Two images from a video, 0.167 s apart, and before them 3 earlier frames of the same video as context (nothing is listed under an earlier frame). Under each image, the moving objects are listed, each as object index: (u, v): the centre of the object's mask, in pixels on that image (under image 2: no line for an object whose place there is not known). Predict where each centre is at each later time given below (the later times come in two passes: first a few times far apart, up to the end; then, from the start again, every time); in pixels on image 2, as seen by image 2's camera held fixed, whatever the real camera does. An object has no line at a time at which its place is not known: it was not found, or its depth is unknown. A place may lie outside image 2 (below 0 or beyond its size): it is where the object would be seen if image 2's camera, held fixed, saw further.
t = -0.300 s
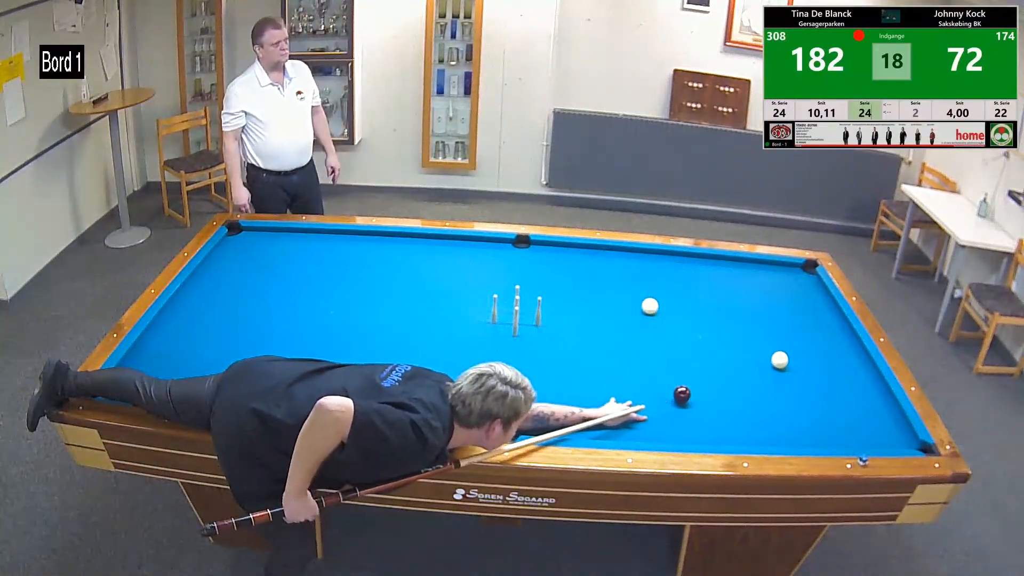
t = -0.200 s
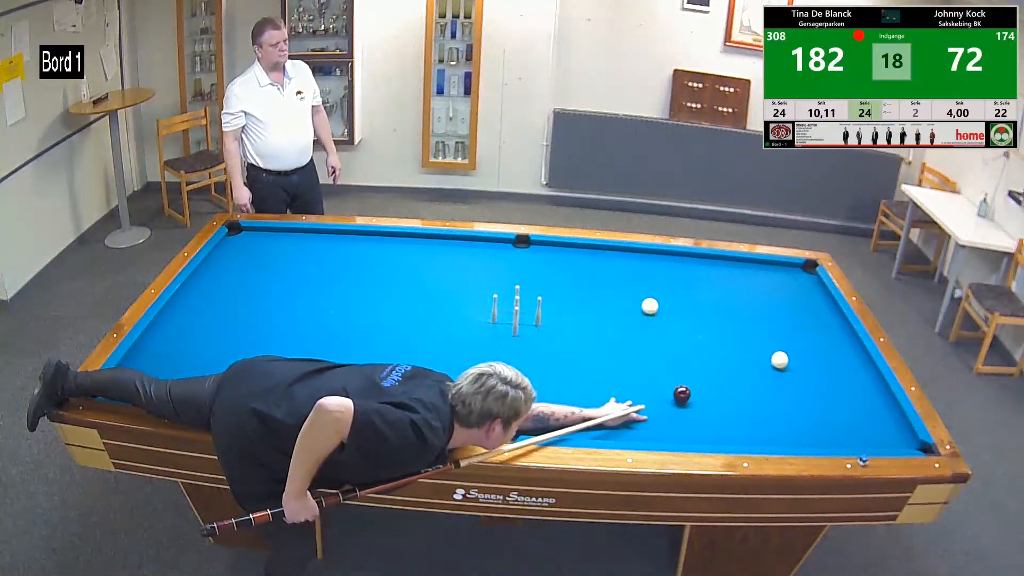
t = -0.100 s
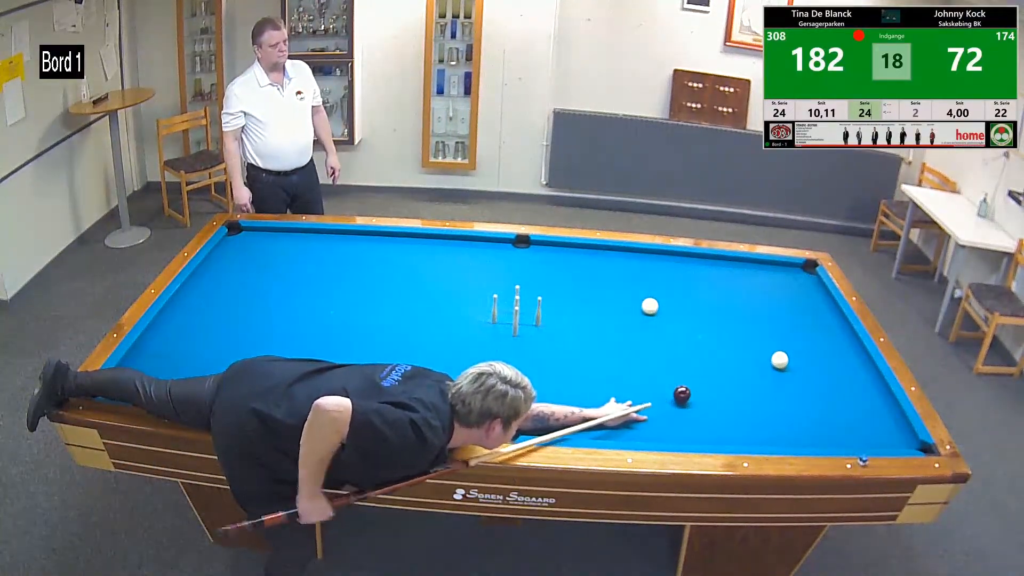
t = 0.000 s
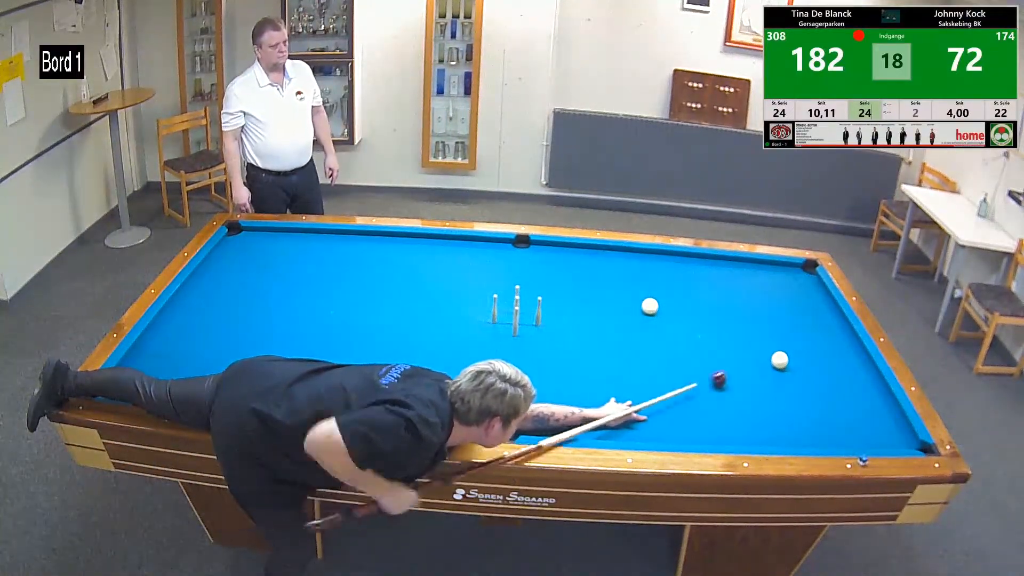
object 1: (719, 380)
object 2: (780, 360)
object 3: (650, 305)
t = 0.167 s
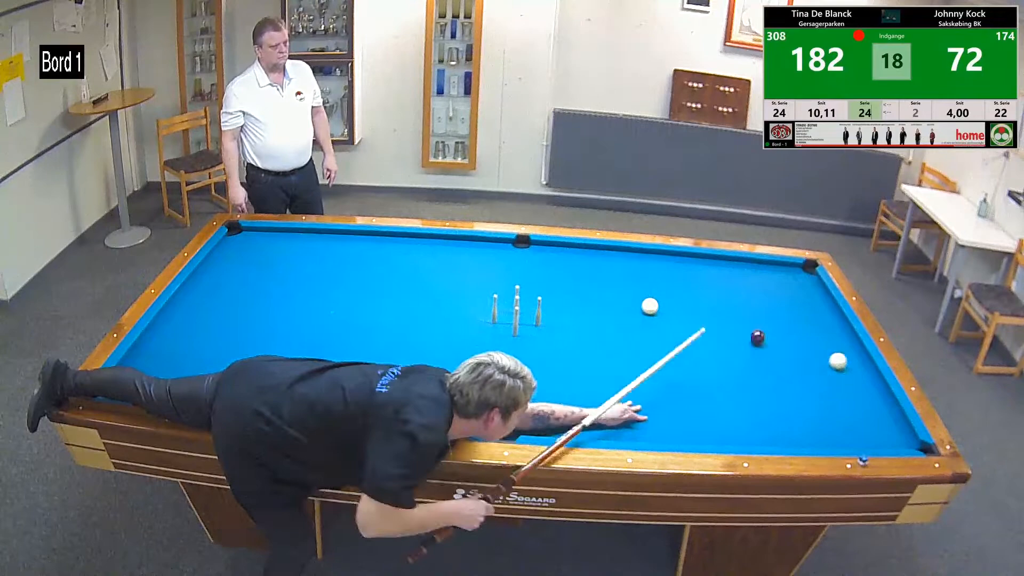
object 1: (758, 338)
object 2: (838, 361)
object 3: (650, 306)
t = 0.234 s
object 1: (754, 325)
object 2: (866, 361)
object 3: (650, 306)
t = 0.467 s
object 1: (747, 285)
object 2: (780, 349)
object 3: (650, 306)
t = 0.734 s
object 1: (743, 270)
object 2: (683, 335)
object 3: (650, 306)
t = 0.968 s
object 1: (744, 290)
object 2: (597, 323)
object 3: (650, 306)
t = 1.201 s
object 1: (745, 312)
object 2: (512, 310)
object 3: (649, 305)
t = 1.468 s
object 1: (746, 339)
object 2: (424, 298)
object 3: (648, 304)
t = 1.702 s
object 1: (747, 365)
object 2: (353, 287)
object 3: (650, 305)
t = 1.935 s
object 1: (748, 394)
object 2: (286, 278)
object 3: (650, 306)
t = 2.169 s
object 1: (748, 426)
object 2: (227, 270)
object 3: (650, 305)
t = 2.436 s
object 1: (740, 431)
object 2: (229, 266)
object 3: (650, 306)
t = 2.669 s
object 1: (727, 410)
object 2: (266, 266)
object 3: (651, 306)
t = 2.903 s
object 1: (715, 392)
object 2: (303, 266)
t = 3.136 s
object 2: (342, 265)
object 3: (650, 306)
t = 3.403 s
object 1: (693, 358)
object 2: (385, 265)
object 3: (650, 305)
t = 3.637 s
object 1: (684, 344)
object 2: (422, 265)
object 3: (650, 306)
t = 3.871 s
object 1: (676, 331)
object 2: (459, 265)
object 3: (650, 306)
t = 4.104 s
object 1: (668, 319)
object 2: (495, 266)
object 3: (650, 306)
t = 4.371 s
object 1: (666, 309)
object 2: (535, 266)
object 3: (645, 303)
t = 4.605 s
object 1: (669, 303)
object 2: (569, 267)
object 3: (637, 300)
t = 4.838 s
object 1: (671, 298)
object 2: (602, 267)
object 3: (631, 297)
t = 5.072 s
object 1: (673, 292)
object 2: (633, 268)
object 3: (625, 295)
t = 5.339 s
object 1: (676, 287)
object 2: (667, 269)
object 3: (619, 292)
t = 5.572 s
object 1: (678, 283)
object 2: (695, 270)
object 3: (614, 289)
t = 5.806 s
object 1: (680, 280)
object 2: (723, 271)
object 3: (610, 288)
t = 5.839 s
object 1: (681, 279)
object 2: (726, 271)
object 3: (610, 287)
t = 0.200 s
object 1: (756, 331)
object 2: (857, 361)
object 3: (650, 306)
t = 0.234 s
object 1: (754, 325)
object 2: (866, 361)
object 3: (650, 306)
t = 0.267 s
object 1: (753, 318)
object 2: (853, 359)
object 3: (650, 306)
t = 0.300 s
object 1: (752, 313)
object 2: (840, 357)
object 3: (650, 306)
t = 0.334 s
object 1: (751, 307)
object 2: (827, 355)
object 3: (649, 305)
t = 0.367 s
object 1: (750, 301)
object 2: (815, 354)
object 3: (649, 305)
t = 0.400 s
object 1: (749, 296)
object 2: (803, 352)
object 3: (650, 306)
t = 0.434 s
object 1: (748, 291)
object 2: (791, 350)
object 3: (651, 306)
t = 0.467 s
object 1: (747, 285)
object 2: (780, 349)
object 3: (650, 306)
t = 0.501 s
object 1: (746, 281)
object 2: (768, 347)
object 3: (650, 306)
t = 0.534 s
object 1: (745, 276)
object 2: (756, 345)
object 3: (650, 306)
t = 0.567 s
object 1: (744, 271)
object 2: (744, 344)
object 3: (650, 306)
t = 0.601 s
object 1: (743, 266)
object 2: (732, 342)
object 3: (650, 306)
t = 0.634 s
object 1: (743, 262)
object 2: (720, 340)
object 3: (650, 306)
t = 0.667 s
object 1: (743, 263)
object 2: (708, 338)
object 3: (650, 306)
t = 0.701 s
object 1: (743, 266)
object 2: (696, 337)
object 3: (652, 307)
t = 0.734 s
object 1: (743, 270)
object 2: (683, 335)
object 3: (650, 306)
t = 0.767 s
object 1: (743, 273)
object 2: (671, 333)
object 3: (650, 305)
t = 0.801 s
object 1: (744, 276)
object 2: (659, 332)
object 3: (648, 304)
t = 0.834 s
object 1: (744, 279)
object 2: (648, 331)
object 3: (648, 304)
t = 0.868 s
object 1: (744, 282)
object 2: (632, 326)
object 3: (649, 305)
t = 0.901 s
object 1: (744, 285)
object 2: (622, 326)
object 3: (649, 305)
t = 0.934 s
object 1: (744, 287)
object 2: (609, 324)
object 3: (649, 305)
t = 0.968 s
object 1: (744, 290)
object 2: (597, 323)
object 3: (650, 306)
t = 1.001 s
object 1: (744, 293)
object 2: (585, 321)
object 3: (650, 306)
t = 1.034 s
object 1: (744, 296)
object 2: (572, 319)
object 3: (650, 305)
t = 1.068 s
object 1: (745, 299)
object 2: (560, 318)
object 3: (650, 305)
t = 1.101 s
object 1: (745, 302)
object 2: (548, 316)
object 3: (650, 305)
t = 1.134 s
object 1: (745, 306)
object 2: (537, 315)
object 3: (650, 306)
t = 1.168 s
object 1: (745, 309)
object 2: (526, 312)
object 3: (649, 305)
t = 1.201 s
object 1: (745, 312)
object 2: (512, 310)
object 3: (649, 305)
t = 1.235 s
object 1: (745, 315)
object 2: (503, 308)
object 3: (649, 305)
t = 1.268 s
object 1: (745, 318)
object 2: (490, 307)
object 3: (649, 305)
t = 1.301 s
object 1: (745, 322)
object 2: (479, 306)
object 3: (648, 304)
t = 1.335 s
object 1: (745, 325)
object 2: (468, 304)
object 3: (648, 304)
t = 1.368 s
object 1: (746, 328)
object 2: (457, 302)
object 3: (648, 304)
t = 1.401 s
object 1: (746, 332)
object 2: (446, 301)
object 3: (648, 304)
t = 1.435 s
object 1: (746, 335)
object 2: (435, 299)
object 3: (648, 304)
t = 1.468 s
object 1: (746, 339)
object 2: (424, 298)
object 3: (648, 304)
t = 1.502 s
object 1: (746, 342)
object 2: (413, 296)
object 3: (649, 304)
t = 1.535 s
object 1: (746, 346)
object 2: (403, 295)
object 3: (649, 305)
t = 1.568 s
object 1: (747, 350)
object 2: (393, 293)
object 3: (649, 305)
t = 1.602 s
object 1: (747, 354)
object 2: (383, 292)
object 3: (650, 305)
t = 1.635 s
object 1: (747, 357)
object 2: (372, 290)
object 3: (650, 306)
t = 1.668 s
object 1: (747, 361)
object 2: (362, 289)
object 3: (650, 305)
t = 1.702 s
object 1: (747, 365)
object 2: (353, 287)
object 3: (650, 305)
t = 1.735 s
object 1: (747, 369)
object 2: (342, 286)
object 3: (650, 306)
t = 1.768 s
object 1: (747, 373)
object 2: (333, 285)
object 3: (650, 306)
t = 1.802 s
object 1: (747, 377)
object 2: (323, 283)
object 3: (650, 305)
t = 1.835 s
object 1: (747, 381)
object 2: (314, 282)
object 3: (650, 306)
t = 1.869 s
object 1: (747, 386)
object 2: (305, 281)
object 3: (650, 305)
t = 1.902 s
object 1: (748, 390)
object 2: (296, 279)
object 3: (650, 305)
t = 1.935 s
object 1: (748, 394)
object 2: (286, 278)
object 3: (650, 306)
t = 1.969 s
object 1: (748, 398)
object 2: (278, 277)
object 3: (650, 305)
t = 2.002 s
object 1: (748, 403)
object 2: (269, 276)
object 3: (650, 305)
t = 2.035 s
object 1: (748, 407)
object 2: (260, 275)
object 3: (650, 305)
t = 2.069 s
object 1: (748, 412)
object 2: (252, 274)
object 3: (650, 305)
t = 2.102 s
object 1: (748, 417)
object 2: (244, 272)
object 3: (650, 305)
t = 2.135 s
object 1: (748, 421)
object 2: (235, 271)
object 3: (650, 305)
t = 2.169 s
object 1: (748, 426)
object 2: (227, 270)
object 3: (650, 305)
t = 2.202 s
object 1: (748, 430)
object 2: (220, 269)
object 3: (650, 305)
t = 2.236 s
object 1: (748, 435)
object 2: (212, 268)
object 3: (650, 306)
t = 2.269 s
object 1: (748, 438)
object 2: (205, 267)
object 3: (650, 306)
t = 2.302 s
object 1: (748, 440)
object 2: (205, 267)
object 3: (650, 305)
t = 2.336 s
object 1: (745, 438)
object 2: (212, 267)
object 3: (650, 306)
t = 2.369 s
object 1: (743, 436)
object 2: (218, 267)
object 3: (650, 306)
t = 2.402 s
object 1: (741, 434)
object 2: (224, 267)
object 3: (650, 306)
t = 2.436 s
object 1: (740, 431)
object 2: (229, 266)
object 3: (650, 306)
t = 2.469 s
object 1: (738, 427)
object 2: (235, 266)
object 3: (650, 306)
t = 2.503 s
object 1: (736, 425)
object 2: (240, 266)
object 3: (650, 305)
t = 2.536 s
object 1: (734, 422)
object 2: (245, 266)
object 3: (650, 305)
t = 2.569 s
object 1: (734, 422)
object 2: (250, 266)
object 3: (650, 305)
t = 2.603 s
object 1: (729, 413)
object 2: (255, 266)
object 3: (650, 305)
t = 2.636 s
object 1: (729, 413)
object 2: (261, 266)
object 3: (650, 306)
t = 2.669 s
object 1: (727, 410)
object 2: (266, 266)
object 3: (651, 306)
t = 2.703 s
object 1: (725, 408)
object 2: (271, 266)
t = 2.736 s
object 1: (724, 405)
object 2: (277, 266)
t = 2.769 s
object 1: (722, 403)
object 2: (282, 266)
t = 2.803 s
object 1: (720, 400)
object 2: (288, 265)
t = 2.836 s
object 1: (719, 397)
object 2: (293, 266)
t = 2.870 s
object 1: (717, 395)
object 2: (298, 265)
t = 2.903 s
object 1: (715, 392)
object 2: (303, 266)
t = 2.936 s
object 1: (714, 390)
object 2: (309, 265)
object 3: (647, 305)
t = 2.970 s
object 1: (712, 387)
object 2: (314, 265)
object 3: (650, 306)
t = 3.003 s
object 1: (712, 385)
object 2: (320, 265)
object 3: (650, 306)
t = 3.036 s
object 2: (325, 265)
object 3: (650, 306)
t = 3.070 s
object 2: (331, 265)
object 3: (650, 306)
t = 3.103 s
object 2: (336, 265)
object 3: (650, 306)
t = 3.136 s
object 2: (342, 265)
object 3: (650, 306)
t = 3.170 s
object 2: (347, 265)
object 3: (650, 305)
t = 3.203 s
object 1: (699, 369)
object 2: (352, 265)
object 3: (650, 306)
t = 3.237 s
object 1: (700, 369)
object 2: (358, 265)
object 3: (650, 306)
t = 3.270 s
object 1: (699, 366)
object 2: (363, 265)
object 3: (650, 305)
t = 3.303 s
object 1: (697, 364)
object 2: (368, 265)
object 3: (650, 305)
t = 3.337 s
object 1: (696, 362)
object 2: (374, 265)
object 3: (650, 306)
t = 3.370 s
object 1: (695, 360)
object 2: (379, 265)
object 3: (650, 305)
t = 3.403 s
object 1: (693, 358)
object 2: (385, 265)
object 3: (650, 305)
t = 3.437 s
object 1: (692, 356)
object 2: (390, 265)
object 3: (650, 305)
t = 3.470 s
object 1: (690, 354)
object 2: (395, 265)
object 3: (650, 306)
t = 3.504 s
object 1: (689, 352)
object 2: (401, 265)
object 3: (650, 306)
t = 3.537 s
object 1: (688, 350)
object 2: (406, 265)
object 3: (650, 306)
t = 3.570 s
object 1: (687, 348)
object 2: (411, 265)
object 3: (650, 306)
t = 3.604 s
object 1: (685, 345)
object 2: (417, 265)
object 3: (650, 306)
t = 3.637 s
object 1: (684, 344)
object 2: (422, 265)
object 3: (650, 306)
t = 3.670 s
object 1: (683, 341)
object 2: (427, 265)
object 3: (650, 306)
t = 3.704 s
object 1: (682, 340)
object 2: (433, 265)
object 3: (650, 306)
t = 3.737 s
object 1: (681, 338)
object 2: (438, 265)
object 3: (650, 305)
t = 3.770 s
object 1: (679, 336)
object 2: (443, 265)
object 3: (650, 306)
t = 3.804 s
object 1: (678, 334)
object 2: (449, 265)
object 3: (650, 305)
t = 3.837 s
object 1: (677, 332)
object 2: (454, 265)
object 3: (650, 306)
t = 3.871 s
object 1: (676, 331)
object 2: (459, 265)
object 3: (650, 306)
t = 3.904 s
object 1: (675, 329)
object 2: (464, 265)
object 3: (650, 306)
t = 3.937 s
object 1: (673, 327)
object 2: (470, 265)
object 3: (650, 305)
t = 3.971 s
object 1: (672, 325)
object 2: (475, 265)
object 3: (650, 305)
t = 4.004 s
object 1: (671, 324)
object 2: (480, 266)
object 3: (650, 306)
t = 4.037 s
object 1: (670, 322)
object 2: (485, 266)
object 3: (650, 305)
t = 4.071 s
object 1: (669, 320)
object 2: (490, 265)
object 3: (650, 306)
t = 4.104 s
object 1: (668, 319)
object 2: (495, 266)
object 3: (650, 306)
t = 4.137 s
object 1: (667, 317)
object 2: (500, 266)
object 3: (650, 305)
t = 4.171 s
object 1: (665, 315)
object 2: (505, 266)
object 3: (649, 305)
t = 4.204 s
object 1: (664, 314)
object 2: (510, 266)
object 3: (649, 305)
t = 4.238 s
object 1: (664, 312)
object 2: (515, 266)
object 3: (649, 305)
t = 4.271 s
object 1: (664, 311)
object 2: (520, 266)
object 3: (648, 305)
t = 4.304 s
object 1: (665, 311)
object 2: (525, 266)
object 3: (647, 304)
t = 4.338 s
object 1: (665, 310)
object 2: (530, 266)
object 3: (646, 304)
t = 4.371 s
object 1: (666, 309)
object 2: (535, 266)
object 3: (645, 303)
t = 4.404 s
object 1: (666, 308)
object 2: (540, 266)
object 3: (644, 303)
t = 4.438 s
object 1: (666, 307)
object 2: (545, 266)
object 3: (643, 302)
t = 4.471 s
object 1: (667, 306)
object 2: (550, 266)
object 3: (641, 302)
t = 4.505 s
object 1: (667, 305)
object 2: (555, 267)
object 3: (641, 301)
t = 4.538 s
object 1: (668, 305)
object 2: (559, 267)
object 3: (639, 301)
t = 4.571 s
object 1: (668, 304)
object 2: (564, 267)
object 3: (639, 300)
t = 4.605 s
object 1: (669, 303)
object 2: (569, 267)
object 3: (637, 300)
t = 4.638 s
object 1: (669, 302)
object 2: (574, 267)
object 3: (637, 300)
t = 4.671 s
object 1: (669, 301)
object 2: (578, 267)
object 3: (636, 299)
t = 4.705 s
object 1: (670, 300)
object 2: (583, 267)
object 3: (635, 299)
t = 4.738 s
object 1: (670, 300)
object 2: (588, 267)
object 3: (634, 298)
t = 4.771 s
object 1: (670, 299)
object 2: (593, 267)
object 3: (633, 298)
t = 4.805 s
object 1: (671, 298)
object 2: (597, 267)
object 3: (632, 298)
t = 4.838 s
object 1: (671, 298)
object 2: (602, 267)
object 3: (631, 297)
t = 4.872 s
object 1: (671, 297)
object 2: (606, 268)
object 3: (630, 297)
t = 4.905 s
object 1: (672, 296)
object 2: (611, 268)
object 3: (629, 296)
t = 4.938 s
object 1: (672, 295)
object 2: (615, 268)
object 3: (628, 296)
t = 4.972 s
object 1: (673, 294)
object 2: (620, 268)
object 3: (628, 296)
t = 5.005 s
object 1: (673, 294)
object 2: (624, 268)
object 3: (627, 295)
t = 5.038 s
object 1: (673, 293)
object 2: (629, 268)
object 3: (626, 295)
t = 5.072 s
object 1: (673, 292)
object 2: (633, 268)
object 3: (625, 295)
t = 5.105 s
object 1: (674, 292)
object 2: (638, 268)
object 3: (624, 294)
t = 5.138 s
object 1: (674, 291)
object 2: (642, 268)
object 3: (623, 294)
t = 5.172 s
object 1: (675, 290)
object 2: (646, 269)
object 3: (623, 294)
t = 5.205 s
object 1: (675, 290)
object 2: (650, 269)
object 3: (622, 293)
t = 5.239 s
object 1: (675, 289)
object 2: (655, 269)
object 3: (621, 293)
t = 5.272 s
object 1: (676, 289)
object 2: (659, 269)
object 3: (621, 293)
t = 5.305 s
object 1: (676, 288)
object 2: (663, 269)
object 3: (620, 292)
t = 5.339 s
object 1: (676, 287)
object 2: (667, 269)
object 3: (619, 292)
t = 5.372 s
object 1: (677, 287)
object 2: (671, 269)
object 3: (618, 291)
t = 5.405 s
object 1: (677, 286)
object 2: (675, 269)
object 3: (618, 291)
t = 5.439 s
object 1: (677, 285)
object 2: (680, 269)
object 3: (617, 291)
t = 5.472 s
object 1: (677, 285)
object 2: (684, 269)
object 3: (616, 290)
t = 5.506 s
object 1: (678, 284)
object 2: (688, 270)
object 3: (616, 290)
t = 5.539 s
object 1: (678, 284)
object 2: (692, 270)
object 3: (615, 290)
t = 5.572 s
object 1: (678, 283)
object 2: (695, 270)
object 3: (614, 289)
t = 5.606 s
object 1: (679, 283)
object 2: (699, 270)
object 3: (614, 289)
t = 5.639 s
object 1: (679, 282)
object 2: (703, 270)
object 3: (613, 289)
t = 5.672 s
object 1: (679, 281)
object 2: (707, 270)
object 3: (612, 289)
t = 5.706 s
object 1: (680, 281)
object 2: (711, 270)
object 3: (612, 288)
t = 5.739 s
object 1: (680, 281)
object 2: (715, 271)
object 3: (611, 288)
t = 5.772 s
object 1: (680, 280)
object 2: (719, 271)
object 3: (611, 288)
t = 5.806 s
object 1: (680, 280)
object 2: (723, 271)
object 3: (610, 288)
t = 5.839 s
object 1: (681, 279)
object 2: (726, 271)
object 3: (610, 287)
